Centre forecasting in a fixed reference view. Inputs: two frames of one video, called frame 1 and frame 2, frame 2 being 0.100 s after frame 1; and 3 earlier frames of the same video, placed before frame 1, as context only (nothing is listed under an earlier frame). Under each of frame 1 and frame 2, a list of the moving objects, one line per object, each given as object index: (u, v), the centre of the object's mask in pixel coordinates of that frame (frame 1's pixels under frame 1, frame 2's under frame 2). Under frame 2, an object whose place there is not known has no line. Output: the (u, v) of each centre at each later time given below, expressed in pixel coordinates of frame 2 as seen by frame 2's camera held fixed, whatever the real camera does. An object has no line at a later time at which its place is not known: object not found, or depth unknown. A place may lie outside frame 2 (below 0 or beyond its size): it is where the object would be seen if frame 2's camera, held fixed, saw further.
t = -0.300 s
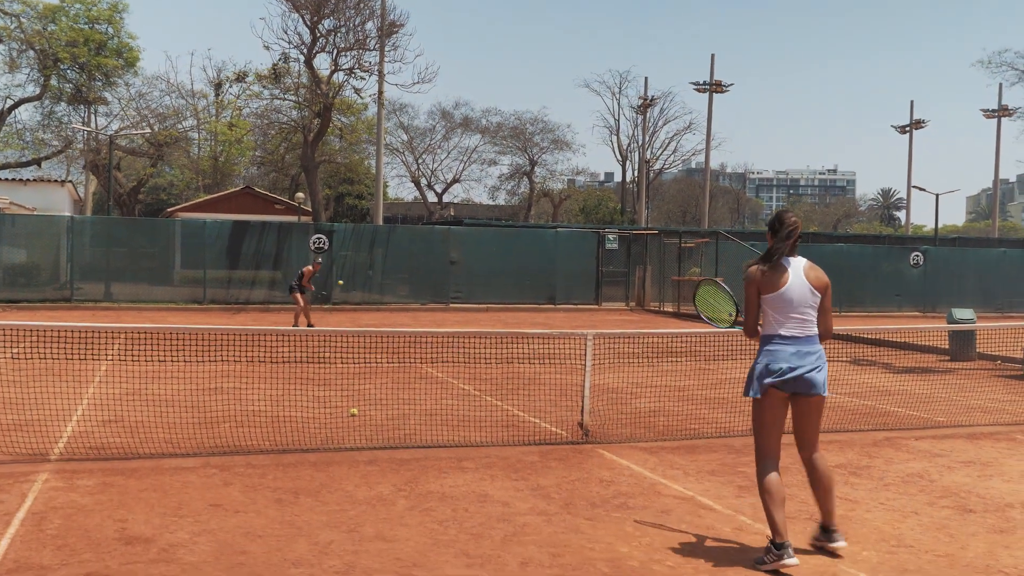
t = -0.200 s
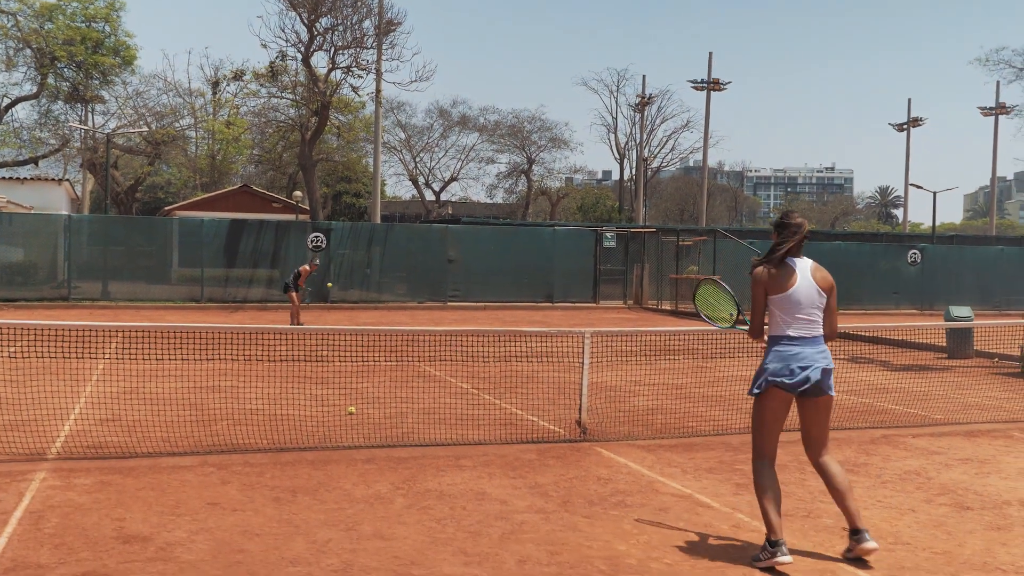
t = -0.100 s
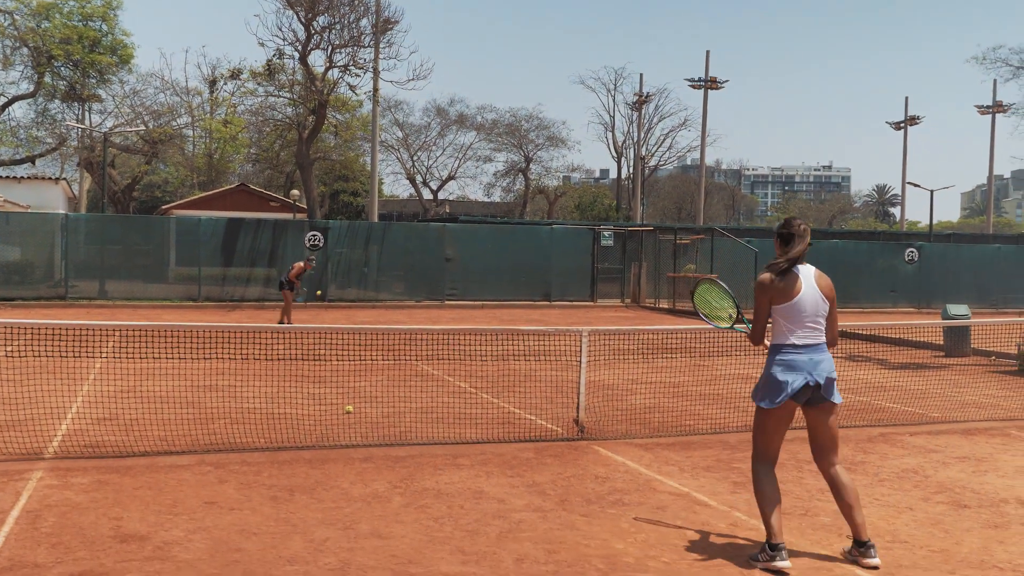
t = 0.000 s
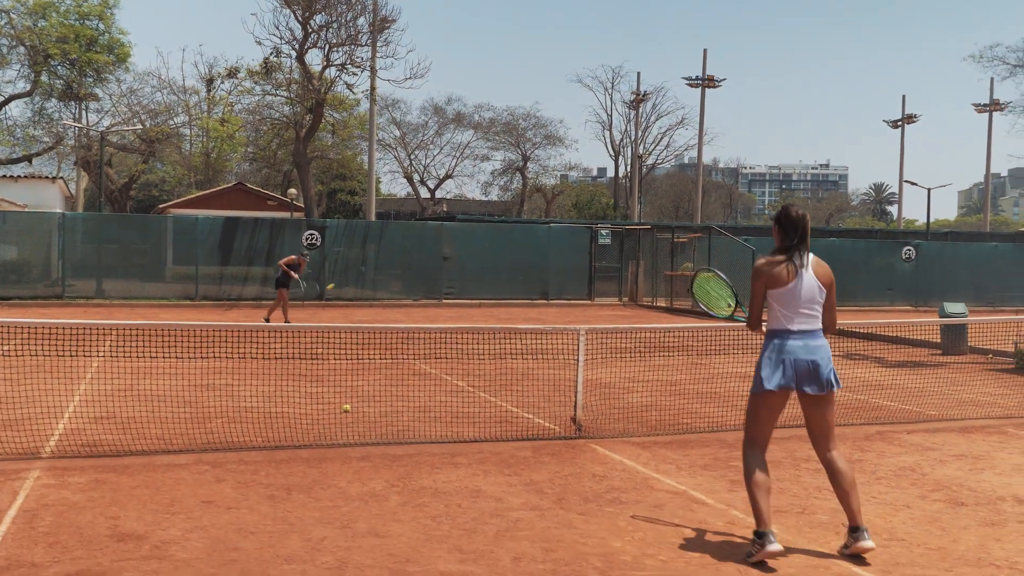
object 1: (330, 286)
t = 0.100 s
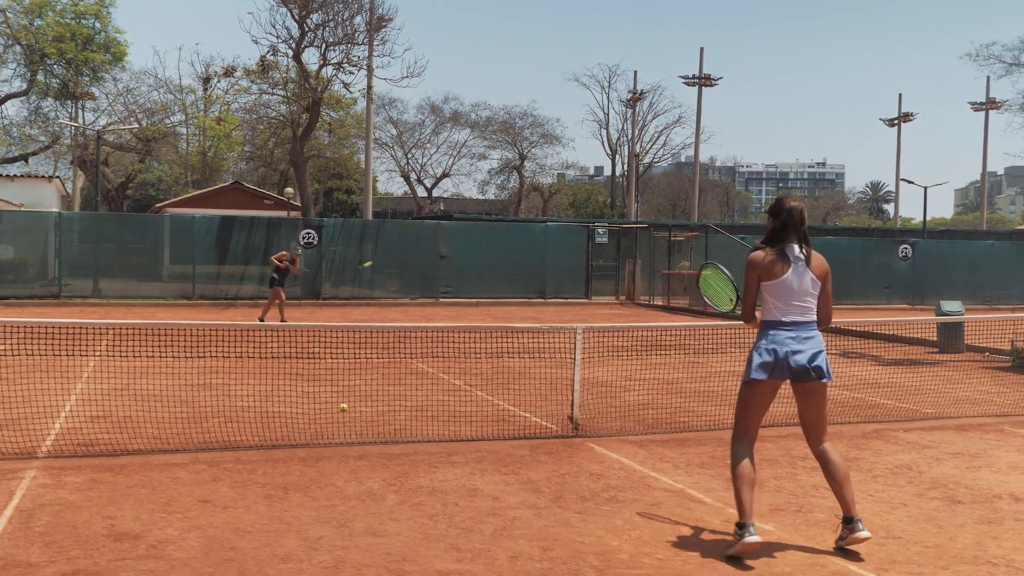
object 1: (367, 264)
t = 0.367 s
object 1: (505, 224)
